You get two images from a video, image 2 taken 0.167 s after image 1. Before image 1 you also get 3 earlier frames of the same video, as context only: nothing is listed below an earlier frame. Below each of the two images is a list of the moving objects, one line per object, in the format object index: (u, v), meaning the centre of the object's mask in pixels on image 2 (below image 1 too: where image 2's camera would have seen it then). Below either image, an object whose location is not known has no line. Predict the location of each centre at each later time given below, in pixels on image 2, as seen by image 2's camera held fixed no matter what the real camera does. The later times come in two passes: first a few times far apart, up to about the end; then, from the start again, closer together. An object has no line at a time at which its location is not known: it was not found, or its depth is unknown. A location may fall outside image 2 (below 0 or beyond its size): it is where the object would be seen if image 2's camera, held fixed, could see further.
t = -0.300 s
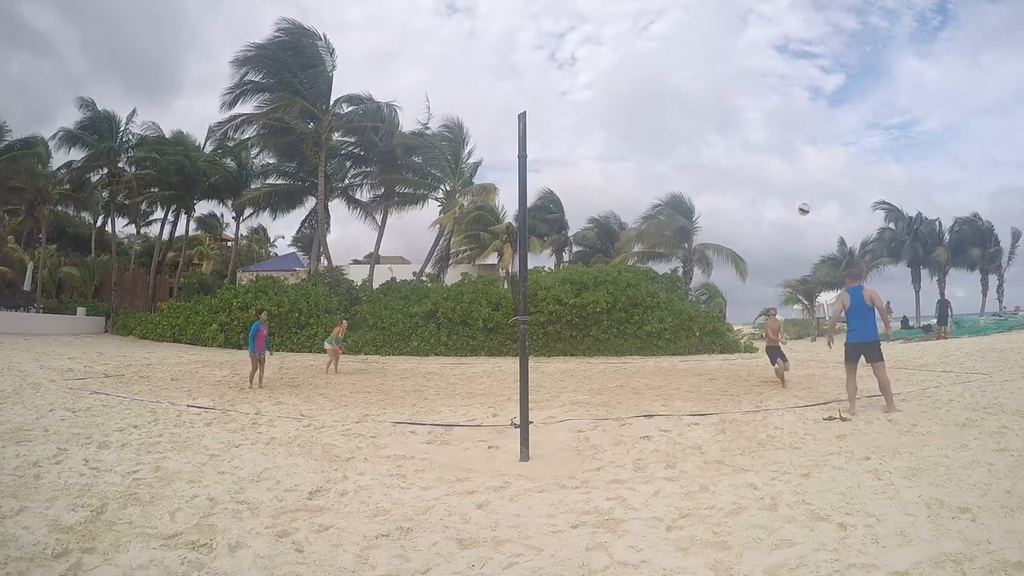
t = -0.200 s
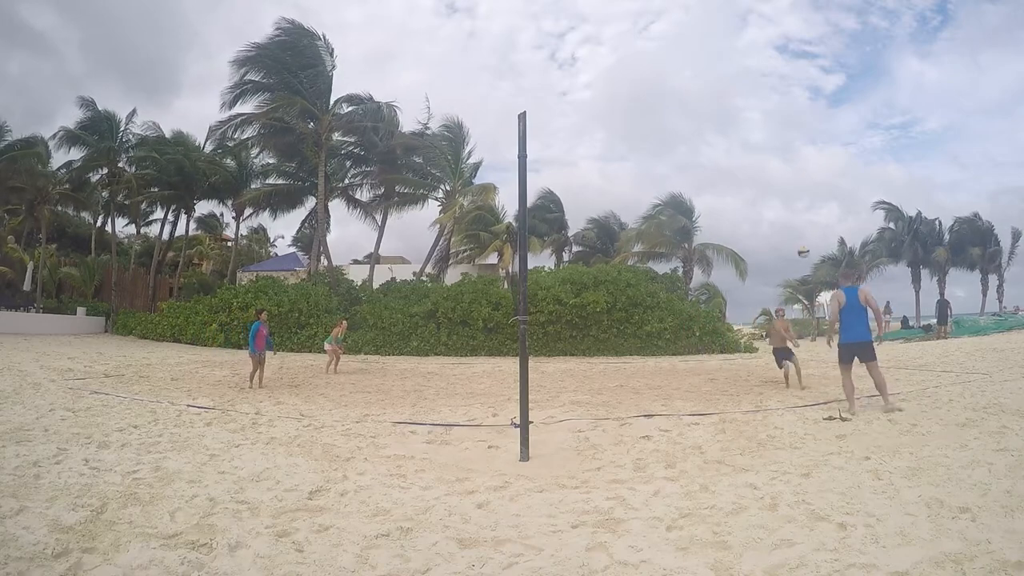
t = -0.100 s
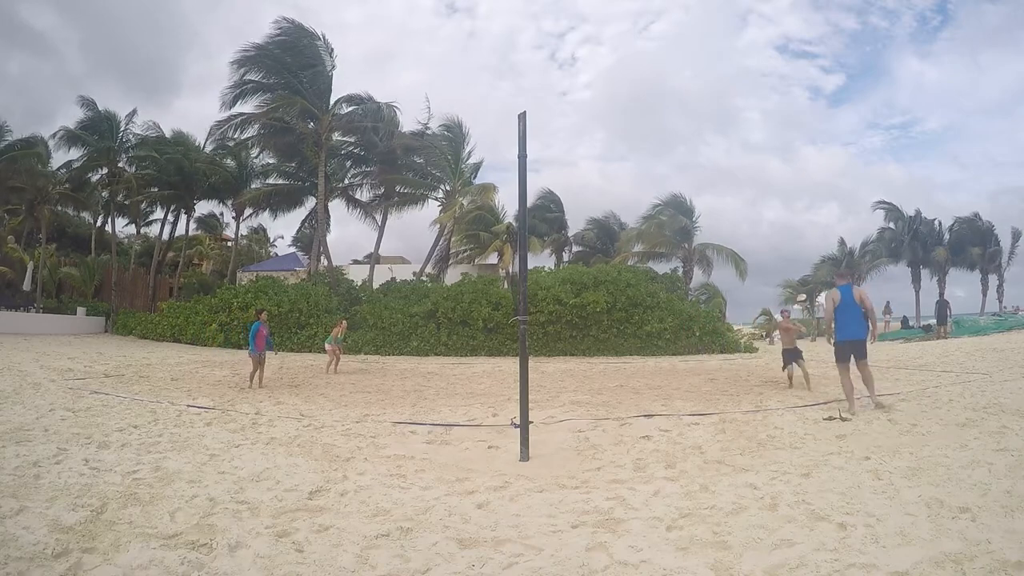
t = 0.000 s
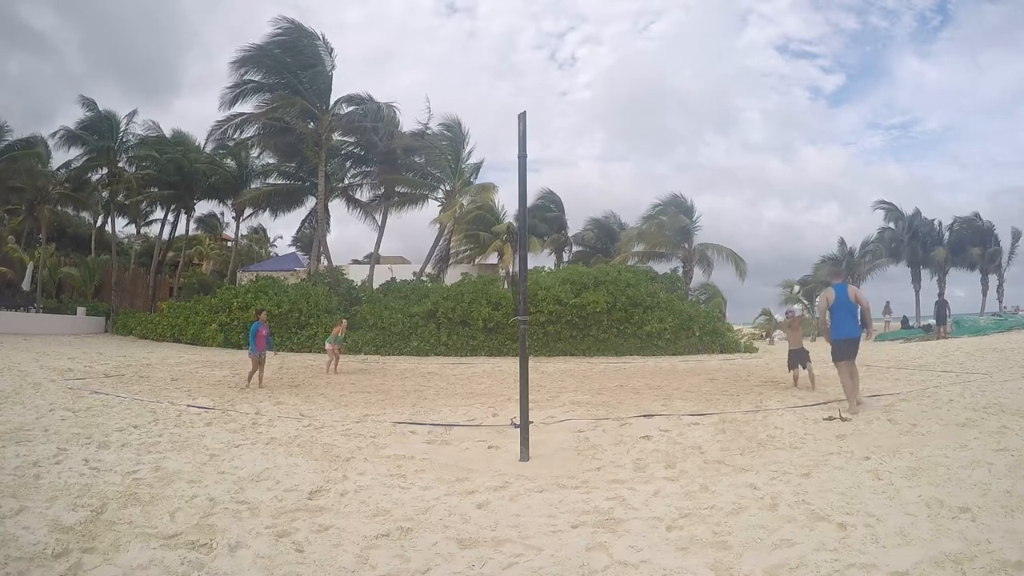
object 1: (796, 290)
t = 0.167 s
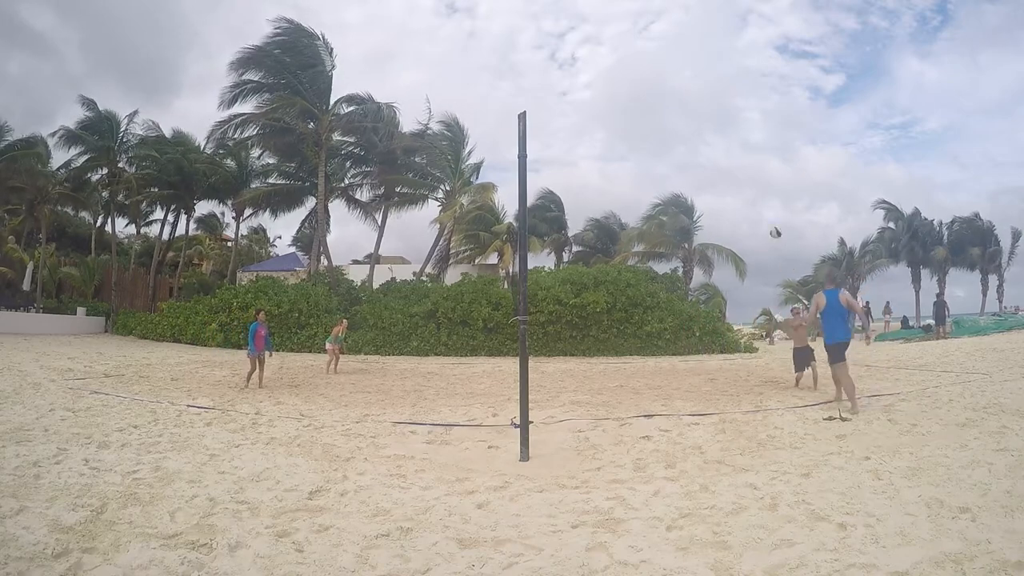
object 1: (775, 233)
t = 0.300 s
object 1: (758, 196)
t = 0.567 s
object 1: (722, 153)
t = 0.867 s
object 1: (682, 149)
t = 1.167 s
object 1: (643, 196)
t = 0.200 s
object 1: (771, 223)
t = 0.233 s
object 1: (767, 213)
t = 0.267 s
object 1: (762, 204)
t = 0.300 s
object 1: (758, 196)
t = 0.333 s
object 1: (754, 189)
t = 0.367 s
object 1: (749, 182)
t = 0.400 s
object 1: (745, 176)
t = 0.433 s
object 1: (740, 170)
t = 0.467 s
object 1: (736, 165)
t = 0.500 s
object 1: (732, 160)
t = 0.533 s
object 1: (727, 156)
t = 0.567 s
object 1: (722, 153)
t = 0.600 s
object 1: (718, 150)
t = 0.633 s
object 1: (713, 148)
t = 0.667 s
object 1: (709, 146)
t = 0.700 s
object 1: (704, 145)
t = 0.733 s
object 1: (700, 145)
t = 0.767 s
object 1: (696, 145)
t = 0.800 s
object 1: (691, 146)
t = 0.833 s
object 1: (687, 147)
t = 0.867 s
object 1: (682, 149)
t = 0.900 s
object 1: (678, 151)
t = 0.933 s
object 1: (674, 155)
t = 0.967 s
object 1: (670, 159)
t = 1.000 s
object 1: (665, 164)
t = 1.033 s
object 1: (660, 169)
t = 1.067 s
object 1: (656, 174)
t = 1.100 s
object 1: (652, 181)
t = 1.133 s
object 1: (647, 188)
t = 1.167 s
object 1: (643, 196)
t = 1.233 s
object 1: (632, 213)
